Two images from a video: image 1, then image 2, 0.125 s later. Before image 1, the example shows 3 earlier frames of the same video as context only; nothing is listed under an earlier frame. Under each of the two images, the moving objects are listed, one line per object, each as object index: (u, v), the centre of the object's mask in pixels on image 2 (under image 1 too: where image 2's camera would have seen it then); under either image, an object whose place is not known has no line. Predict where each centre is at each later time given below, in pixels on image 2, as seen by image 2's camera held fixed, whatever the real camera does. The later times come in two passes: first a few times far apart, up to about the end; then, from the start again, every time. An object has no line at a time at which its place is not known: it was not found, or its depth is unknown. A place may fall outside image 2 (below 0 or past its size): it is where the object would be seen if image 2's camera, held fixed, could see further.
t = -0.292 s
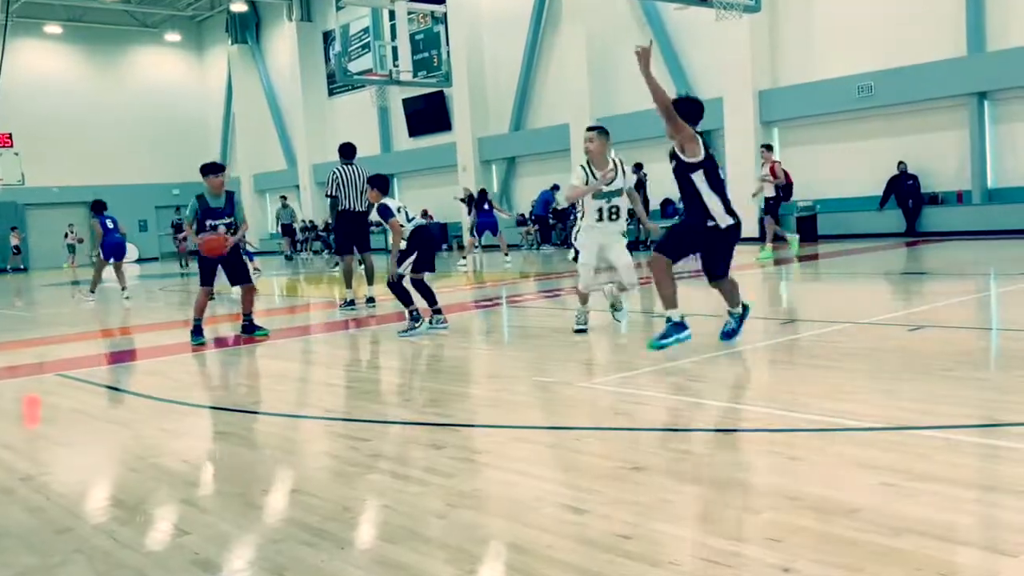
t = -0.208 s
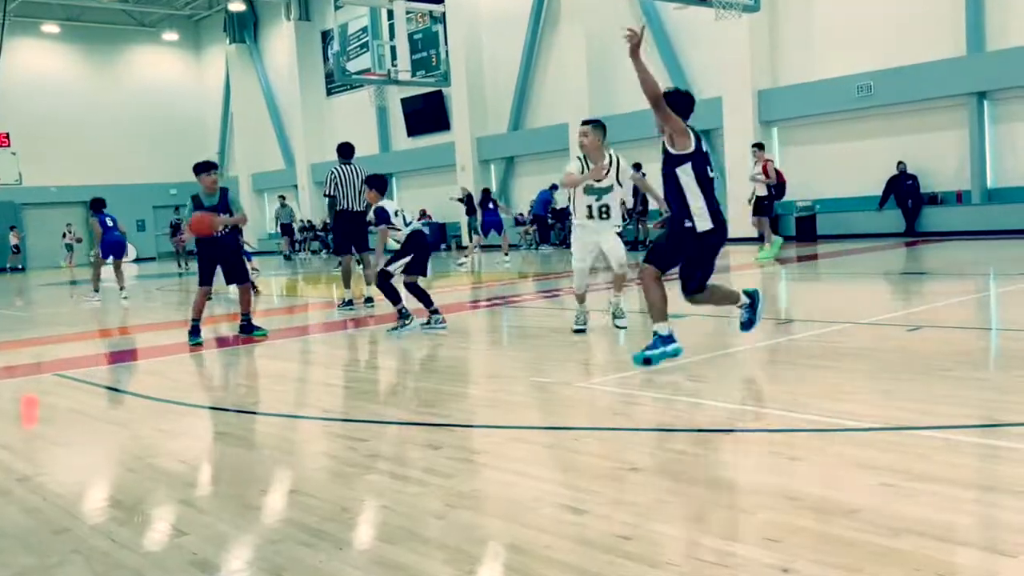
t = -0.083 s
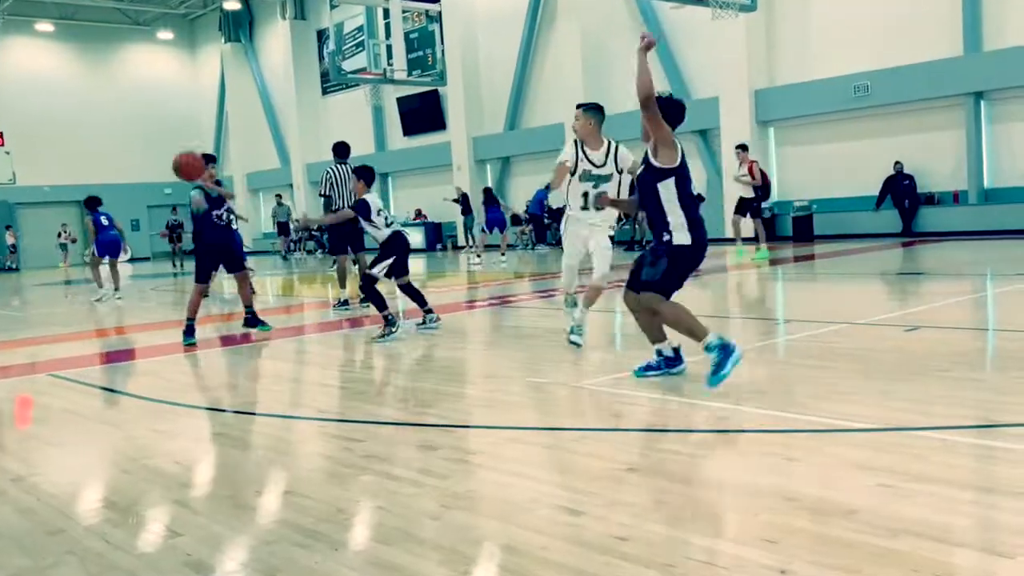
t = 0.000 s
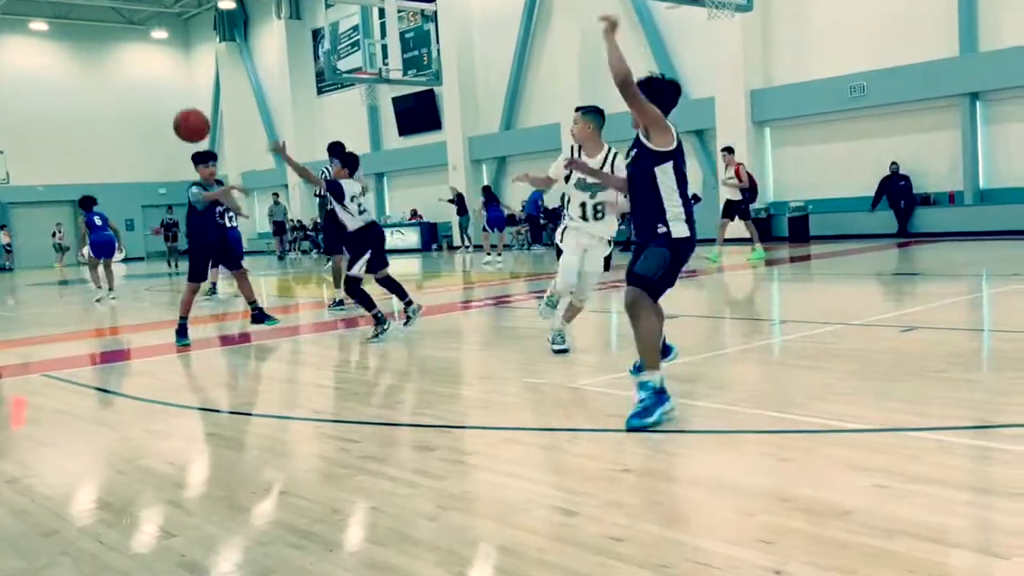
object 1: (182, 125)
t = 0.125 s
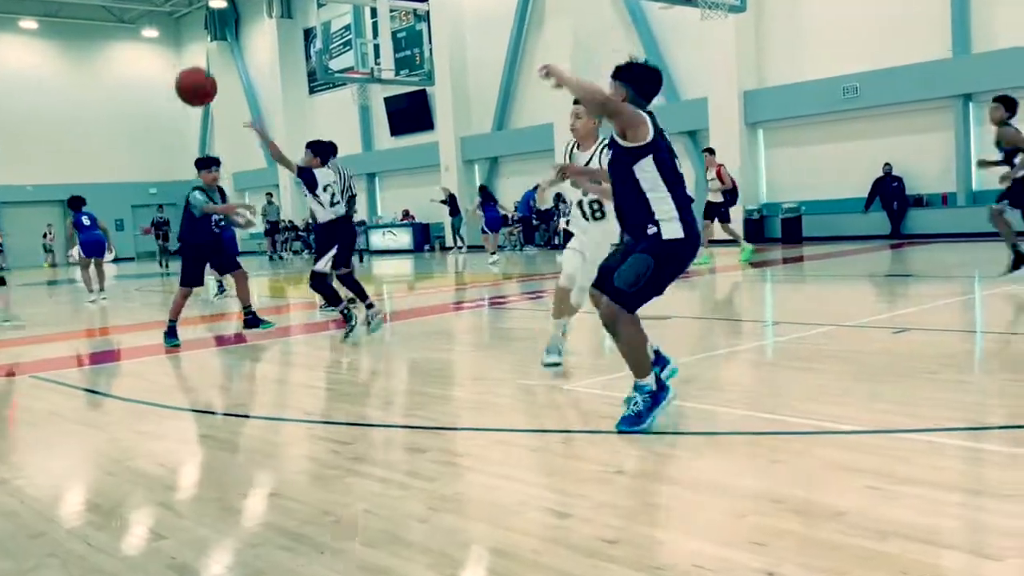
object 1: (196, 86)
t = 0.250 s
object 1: (219, 58)
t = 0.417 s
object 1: (276, 71)
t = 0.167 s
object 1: (203, 73)
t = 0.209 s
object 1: (213, 63)
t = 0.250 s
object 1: (219, 58)
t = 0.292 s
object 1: (231, 54)
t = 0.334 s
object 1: (245, 55)
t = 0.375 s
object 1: (256, 59)
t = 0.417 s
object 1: (276, 71)
